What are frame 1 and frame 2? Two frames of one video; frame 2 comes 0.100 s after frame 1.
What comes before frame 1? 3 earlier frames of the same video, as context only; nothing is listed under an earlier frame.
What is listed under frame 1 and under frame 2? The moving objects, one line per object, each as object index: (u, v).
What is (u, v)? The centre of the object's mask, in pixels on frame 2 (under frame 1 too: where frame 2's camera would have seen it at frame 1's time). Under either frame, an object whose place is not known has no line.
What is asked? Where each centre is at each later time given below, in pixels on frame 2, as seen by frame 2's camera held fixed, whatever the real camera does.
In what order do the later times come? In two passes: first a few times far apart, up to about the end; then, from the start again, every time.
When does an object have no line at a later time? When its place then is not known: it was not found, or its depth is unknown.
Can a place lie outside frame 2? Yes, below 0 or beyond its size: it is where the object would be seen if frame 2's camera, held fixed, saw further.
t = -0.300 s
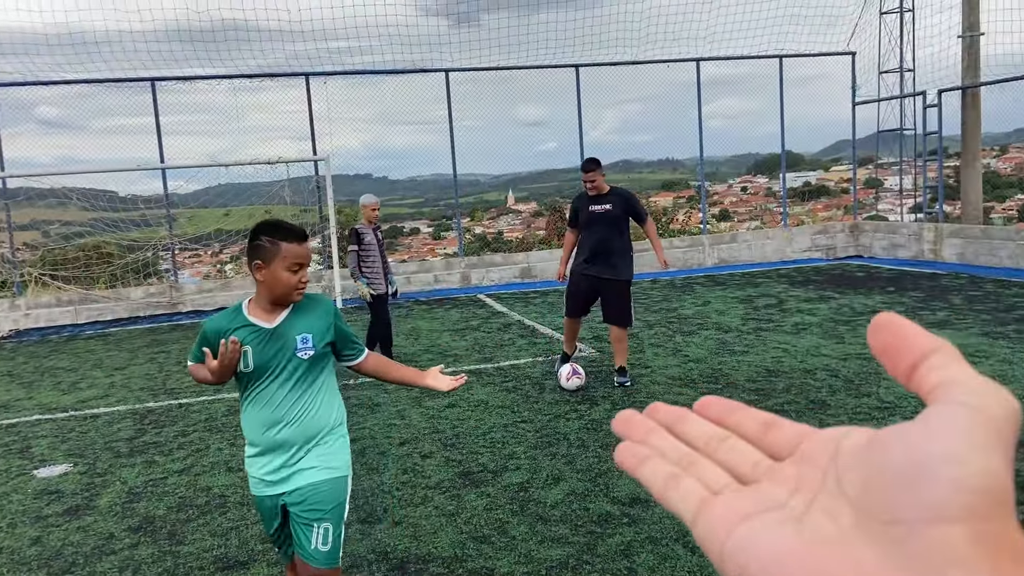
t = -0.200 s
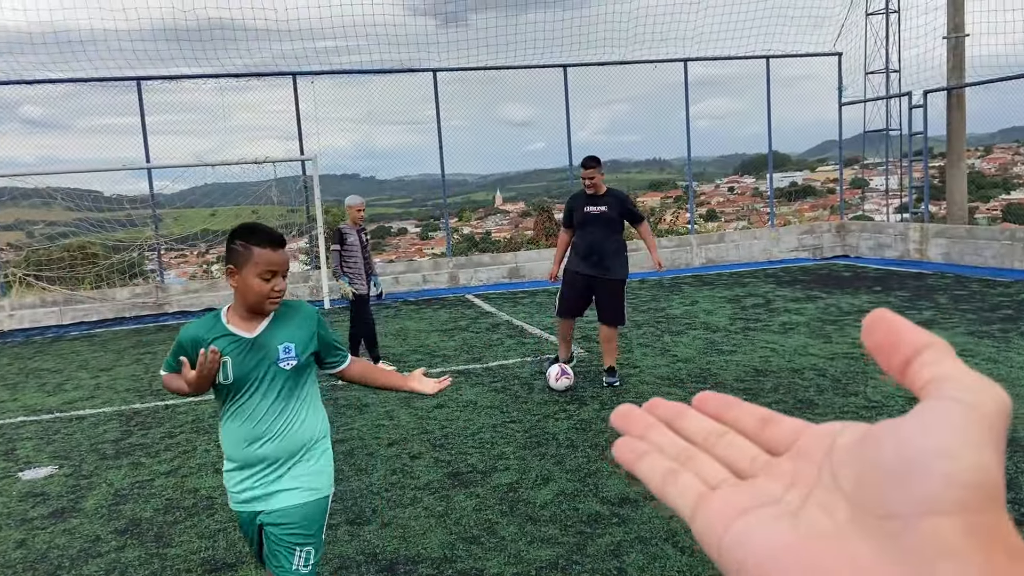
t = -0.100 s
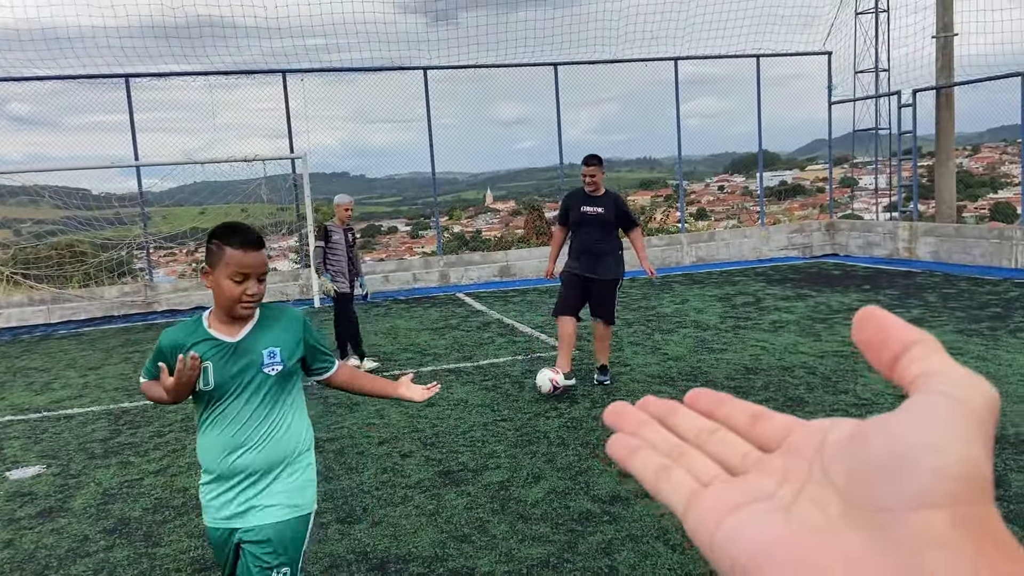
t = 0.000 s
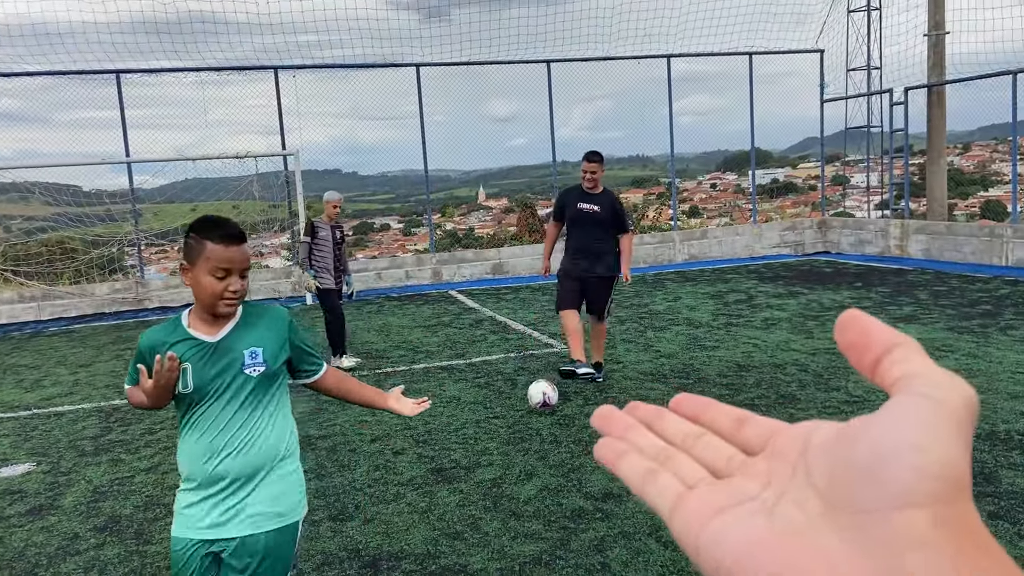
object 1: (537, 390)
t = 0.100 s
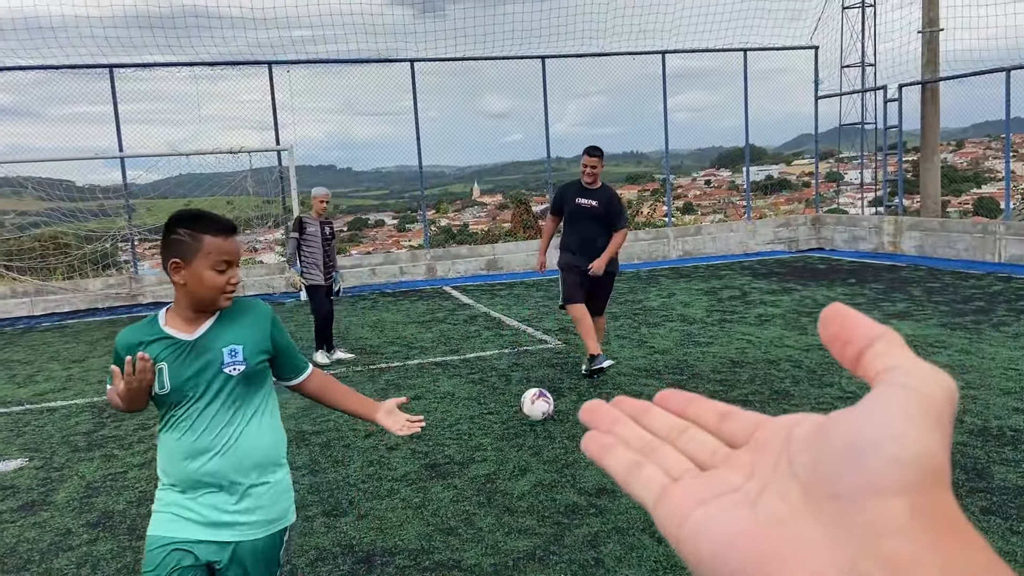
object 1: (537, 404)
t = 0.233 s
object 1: (537, 431)
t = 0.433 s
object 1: (541, 472)
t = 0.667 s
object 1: (550, 536)
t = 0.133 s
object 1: (537, 408)
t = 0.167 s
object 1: (537, 414)
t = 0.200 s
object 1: (537, 422)
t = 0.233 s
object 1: (537, 431)
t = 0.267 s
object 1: (538, 436)
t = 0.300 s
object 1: (538, 440)
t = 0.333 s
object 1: (539, 445)
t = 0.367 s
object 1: (540, 454)
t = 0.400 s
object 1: (540, 464)
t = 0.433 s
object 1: (541, 472)
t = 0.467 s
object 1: (542, 478)
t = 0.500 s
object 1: (543, 488)
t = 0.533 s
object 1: (544, 497)
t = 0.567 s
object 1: (545, 505)
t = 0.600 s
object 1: (547, 516)
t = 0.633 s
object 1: (548, 526)
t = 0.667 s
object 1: (550, 536)
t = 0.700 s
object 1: (551, 549)
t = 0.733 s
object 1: (553, 561)
